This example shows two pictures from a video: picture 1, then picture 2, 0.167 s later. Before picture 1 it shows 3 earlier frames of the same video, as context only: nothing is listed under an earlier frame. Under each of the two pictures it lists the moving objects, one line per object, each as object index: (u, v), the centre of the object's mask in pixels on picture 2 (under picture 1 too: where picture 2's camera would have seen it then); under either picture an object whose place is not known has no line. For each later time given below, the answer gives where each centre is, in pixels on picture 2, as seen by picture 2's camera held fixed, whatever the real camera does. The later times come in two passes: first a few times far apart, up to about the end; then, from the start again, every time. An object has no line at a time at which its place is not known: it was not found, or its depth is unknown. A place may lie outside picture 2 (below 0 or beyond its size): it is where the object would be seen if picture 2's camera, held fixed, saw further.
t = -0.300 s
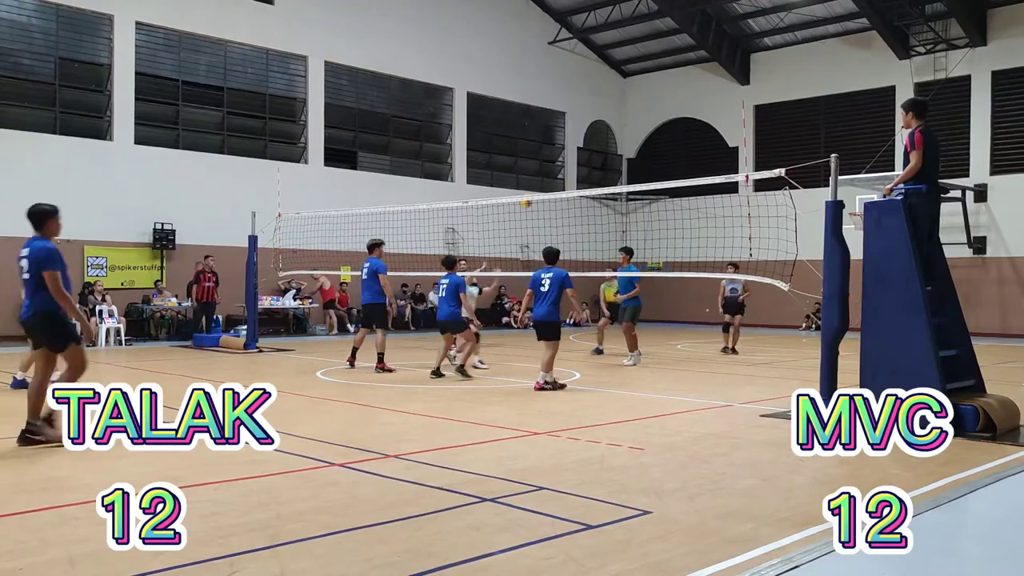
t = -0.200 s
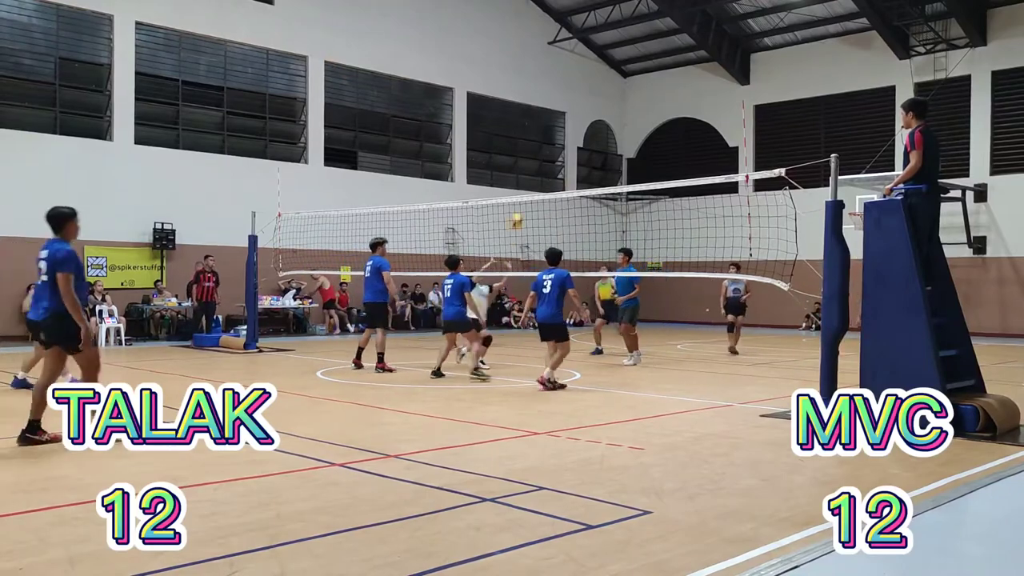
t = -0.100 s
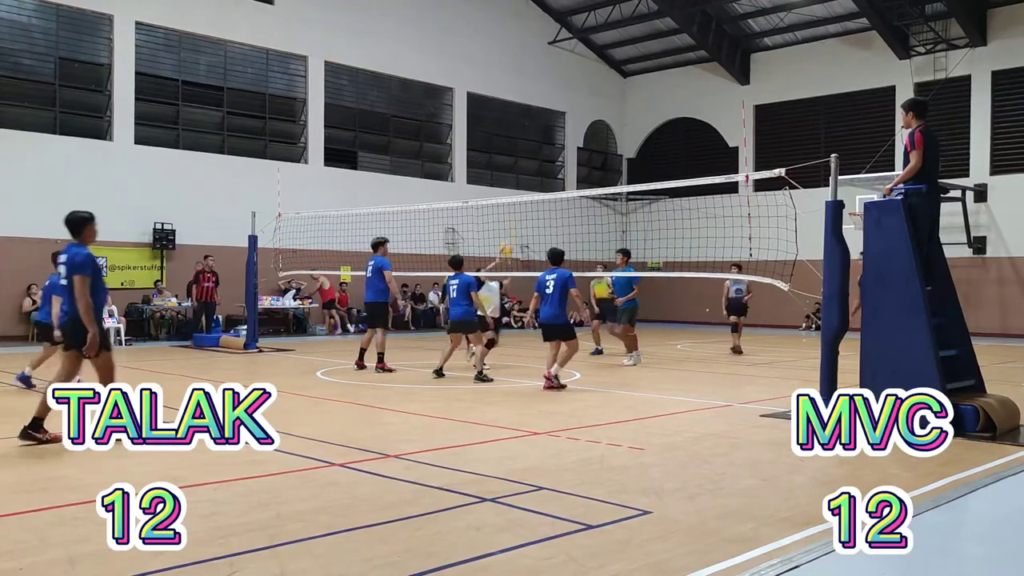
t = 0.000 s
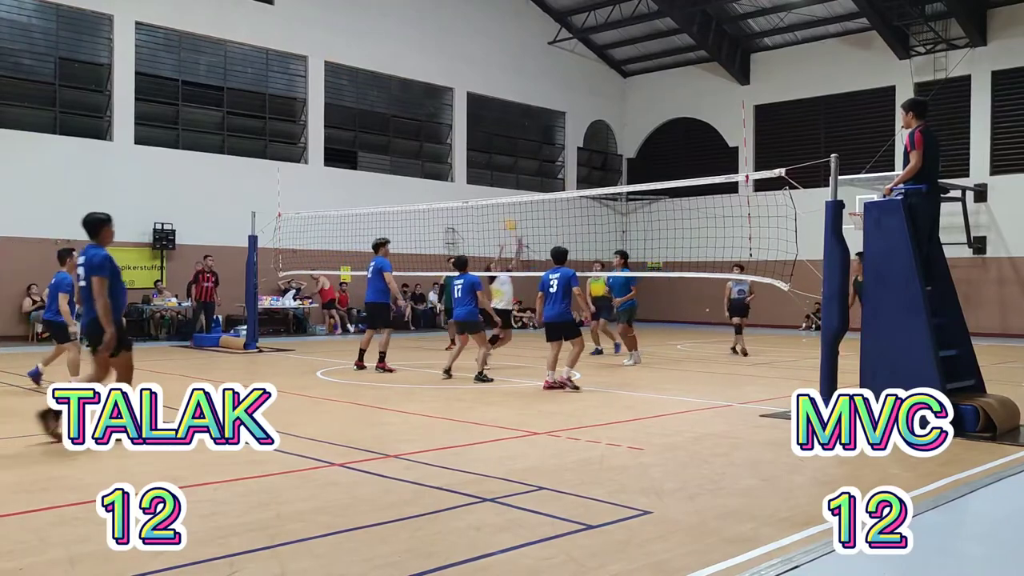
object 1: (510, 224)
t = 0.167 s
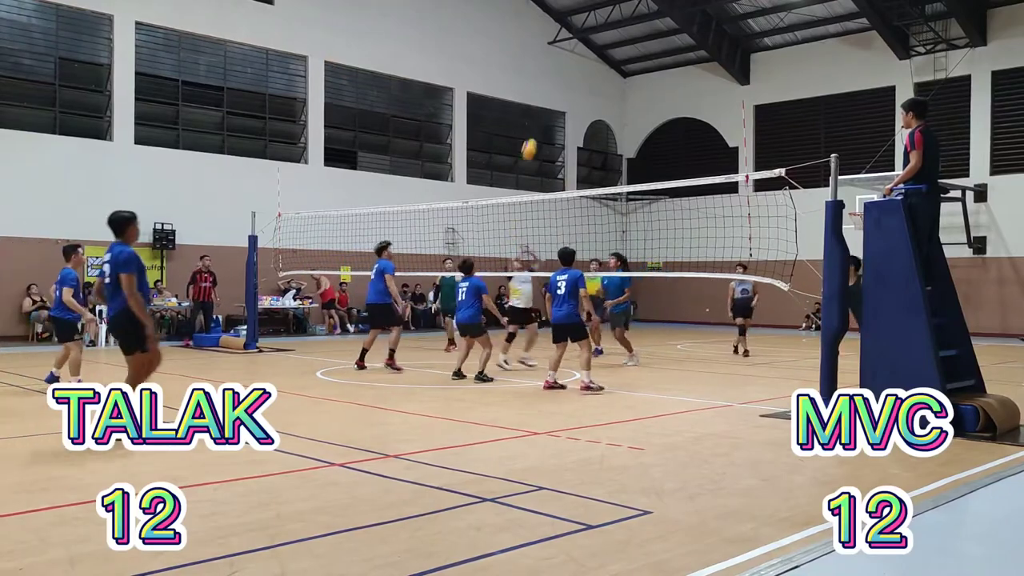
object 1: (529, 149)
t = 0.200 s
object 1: (533, 137)
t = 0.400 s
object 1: (555, 73)
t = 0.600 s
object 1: (577, 37)
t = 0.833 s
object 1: (601, 29)
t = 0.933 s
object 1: (613, 38)
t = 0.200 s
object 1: (533, 137)
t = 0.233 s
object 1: (536, 124)
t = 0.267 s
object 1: (540, 113)
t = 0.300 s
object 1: (544, 102)
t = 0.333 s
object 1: (548, 91)
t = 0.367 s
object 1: (551, 82)
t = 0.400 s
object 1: (555, 73)
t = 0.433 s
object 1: (558, 66)
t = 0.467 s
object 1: (562, 58)
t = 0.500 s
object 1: (566, 52)
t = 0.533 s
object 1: (570, 46)
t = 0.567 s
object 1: (573, 42)
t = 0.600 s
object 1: (577, 37)
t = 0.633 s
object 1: (580, 34)
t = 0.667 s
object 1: (584, 32)
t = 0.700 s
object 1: (587, 29)
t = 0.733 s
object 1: (591, 28)
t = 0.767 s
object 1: (594, 27)
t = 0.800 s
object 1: (598, 28)
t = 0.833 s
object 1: (601, 29)
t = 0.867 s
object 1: (605, 32)
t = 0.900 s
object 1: (609, 35)
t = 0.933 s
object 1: (613, 38)
